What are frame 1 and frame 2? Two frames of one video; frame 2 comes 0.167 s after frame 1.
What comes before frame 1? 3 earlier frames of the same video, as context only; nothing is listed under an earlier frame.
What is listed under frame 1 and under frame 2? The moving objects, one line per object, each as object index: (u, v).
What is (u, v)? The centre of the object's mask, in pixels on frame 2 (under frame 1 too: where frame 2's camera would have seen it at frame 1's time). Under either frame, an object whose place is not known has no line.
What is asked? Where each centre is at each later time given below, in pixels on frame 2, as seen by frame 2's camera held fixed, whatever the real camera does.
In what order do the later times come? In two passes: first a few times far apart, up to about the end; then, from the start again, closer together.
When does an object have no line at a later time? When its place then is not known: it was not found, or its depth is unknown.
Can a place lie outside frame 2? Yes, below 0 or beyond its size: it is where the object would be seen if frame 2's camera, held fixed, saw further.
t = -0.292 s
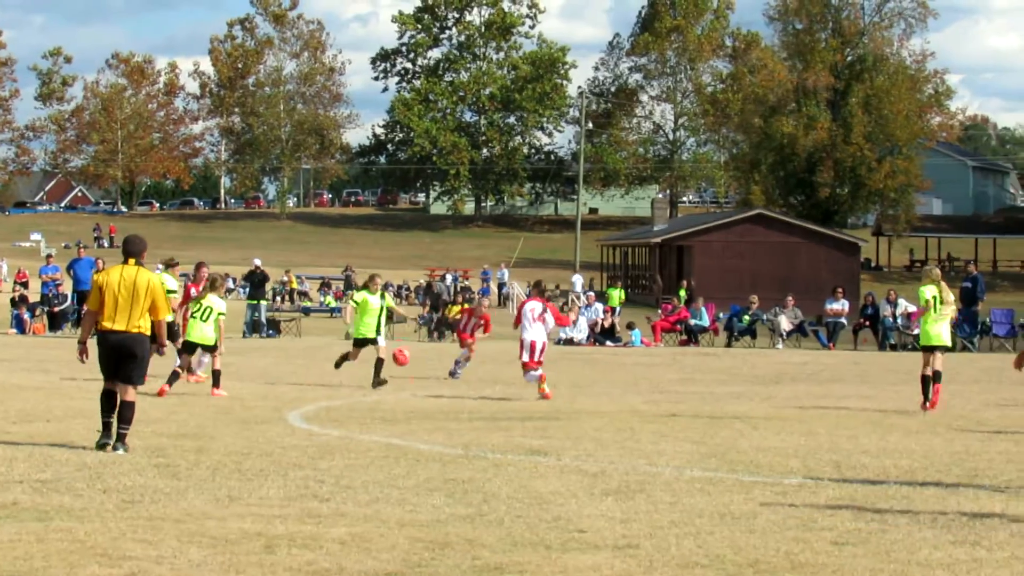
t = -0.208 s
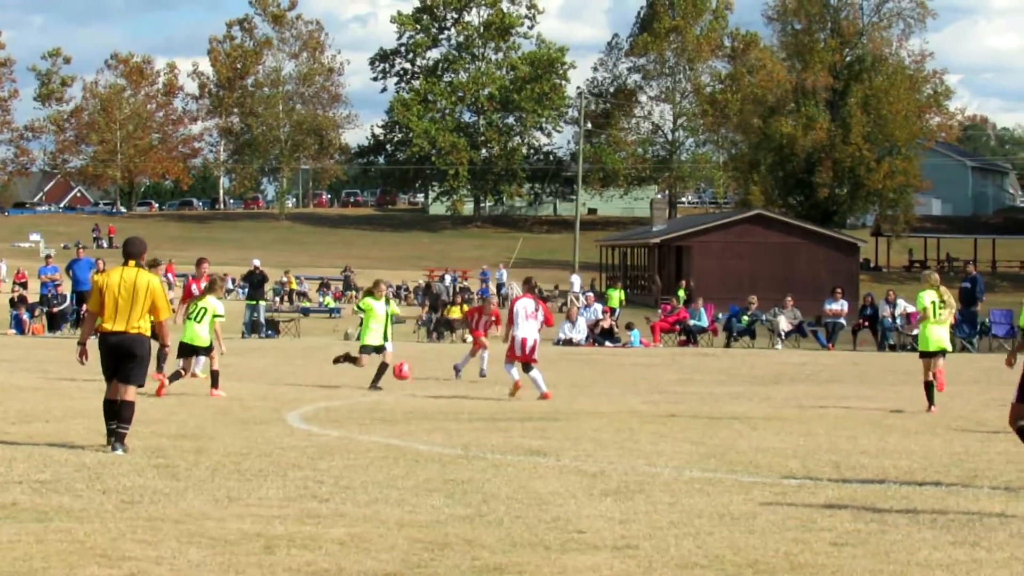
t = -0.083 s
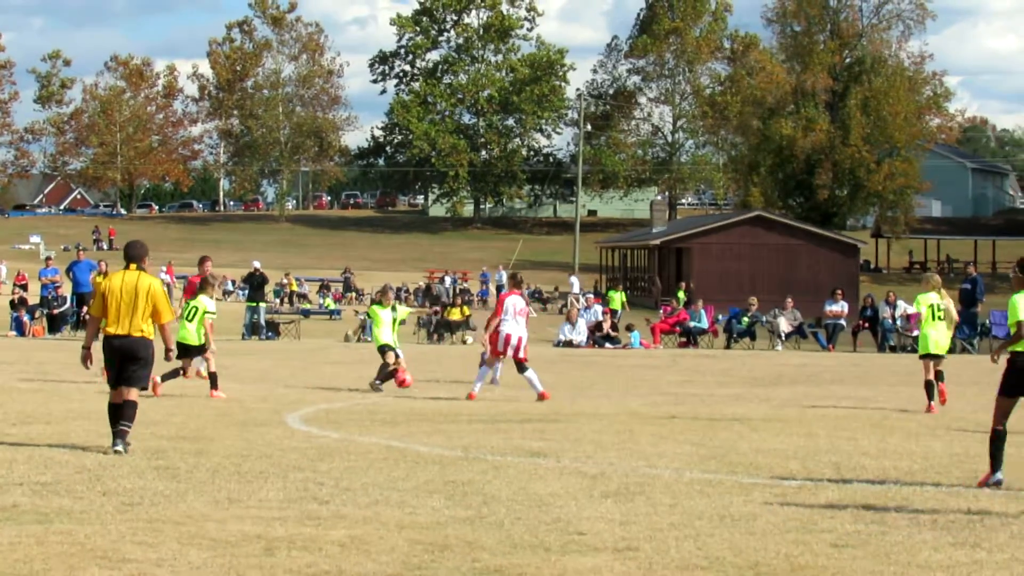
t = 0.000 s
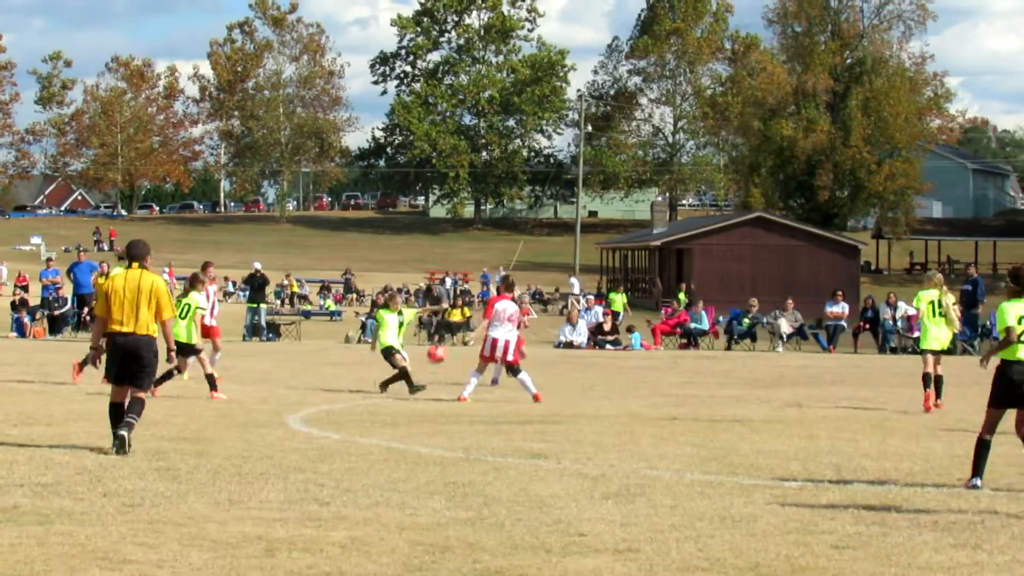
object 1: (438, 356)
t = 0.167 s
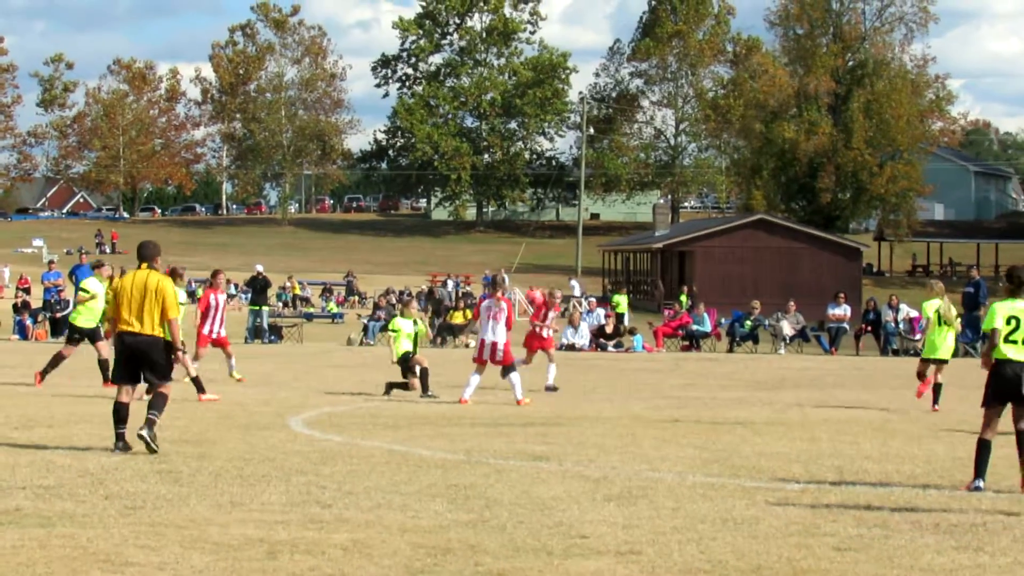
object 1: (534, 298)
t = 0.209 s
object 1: (559, 286)
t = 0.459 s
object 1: (700, 249)
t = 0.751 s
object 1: (857, 270)
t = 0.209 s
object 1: (559, 286)
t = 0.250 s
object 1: (582, 274)
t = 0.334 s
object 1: (630, 259)
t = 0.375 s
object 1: (652, 255)
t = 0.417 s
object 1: (676, 252)
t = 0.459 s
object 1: (700, 249)
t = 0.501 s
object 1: (716, 246)
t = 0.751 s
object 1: (857, 270)
